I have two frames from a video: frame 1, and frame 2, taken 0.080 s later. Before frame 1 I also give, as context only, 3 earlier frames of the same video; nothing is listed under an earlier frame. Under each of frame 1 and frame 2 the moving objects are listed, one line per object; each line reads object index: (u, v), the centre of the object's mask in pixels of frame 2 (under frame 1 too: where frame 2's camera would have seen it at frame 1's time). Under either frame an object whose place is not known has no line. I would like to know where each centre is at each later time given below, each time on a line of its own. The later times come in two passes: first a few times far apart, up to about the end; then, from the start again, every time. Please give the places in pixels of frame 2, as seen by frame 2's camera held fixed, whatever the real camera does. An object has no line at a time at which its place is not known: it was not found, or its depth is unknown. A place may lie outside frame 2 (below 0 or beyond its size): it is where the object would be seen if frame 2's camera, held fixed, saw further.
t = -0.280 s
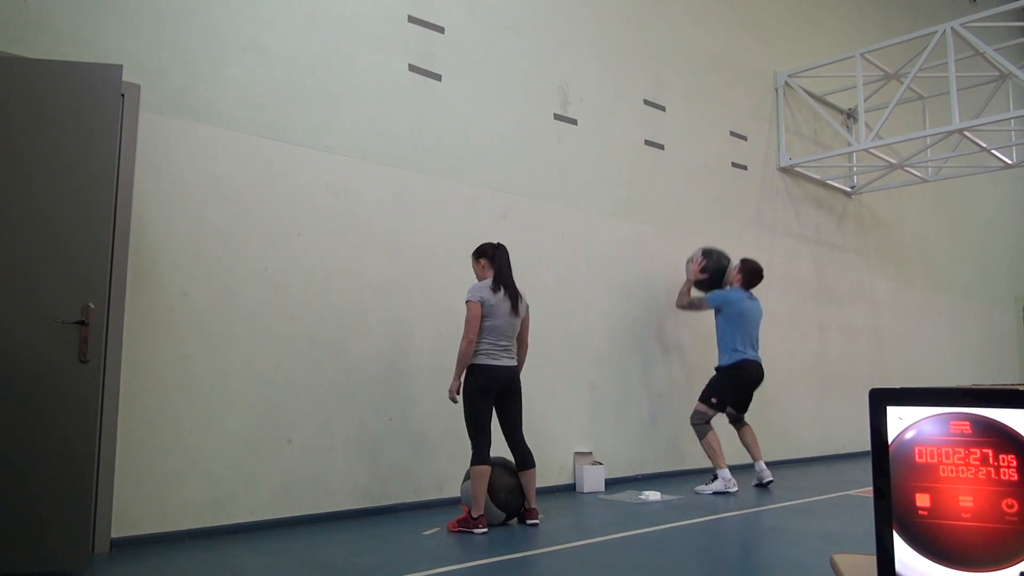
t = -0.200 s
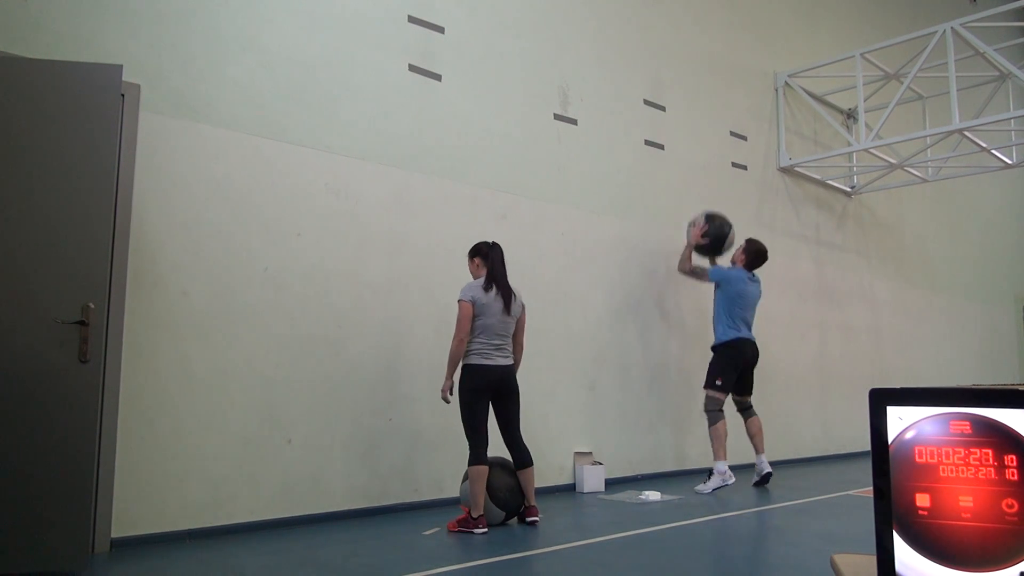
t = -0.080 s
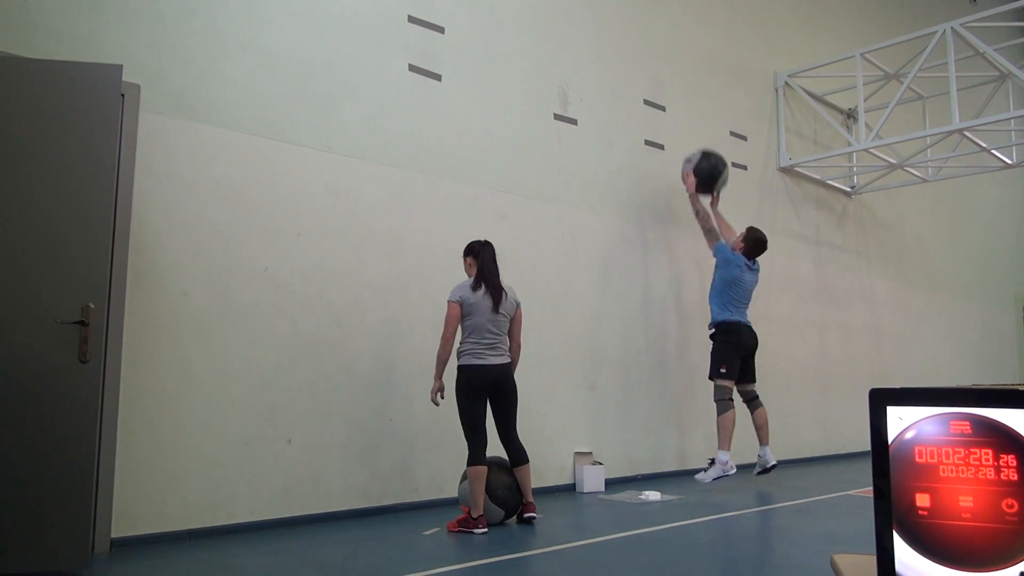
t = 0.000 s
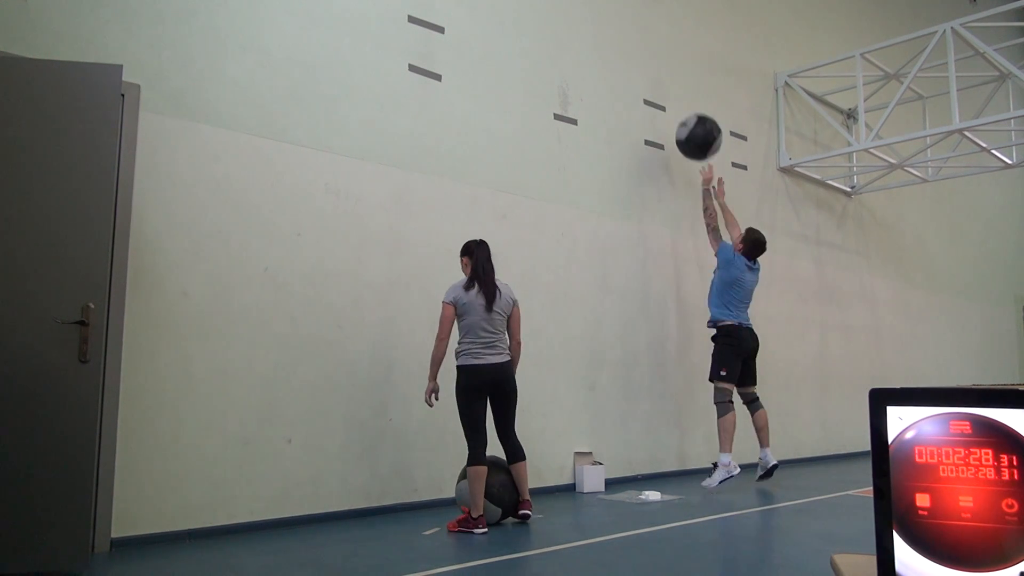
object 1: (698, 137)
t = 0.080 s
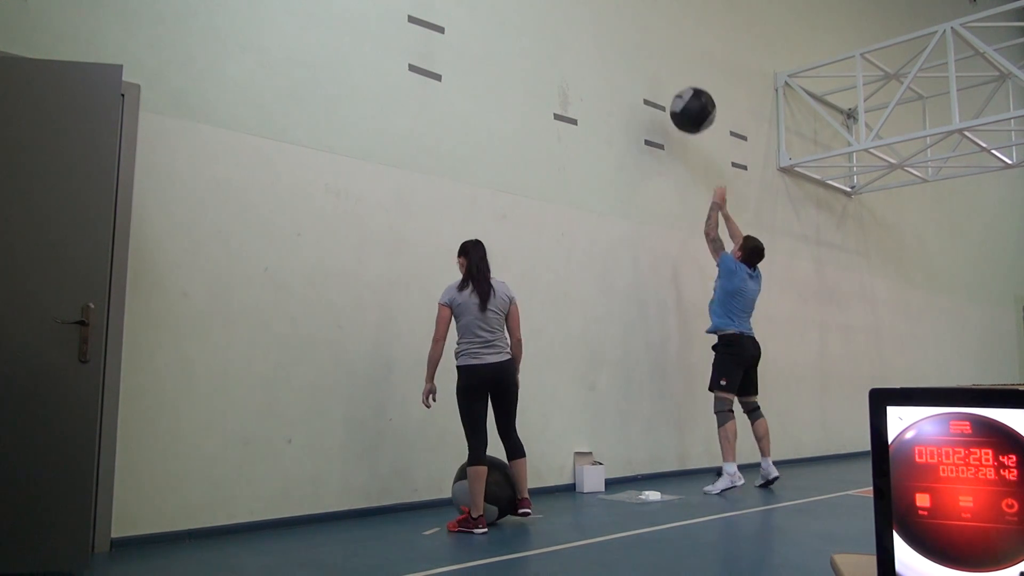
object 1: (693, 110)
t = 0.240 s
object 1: (682, 80)
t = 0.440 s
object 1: (671, 82)
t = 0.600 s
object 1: (678, 109)
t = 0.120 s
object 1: (690, 100)
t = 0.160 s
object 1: (687, 91)
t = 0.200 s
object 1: (684, 85)
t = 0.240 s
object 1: (682, 80)
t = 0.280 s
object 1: (679, 77)
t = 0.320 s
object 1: (676, 76)
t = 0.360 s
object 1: (674, 77)
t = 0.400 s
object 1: (671, 79)
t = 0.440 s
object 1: (671, 82)
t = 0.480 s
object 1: (673, 86)
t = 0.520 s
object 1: (675, 92)
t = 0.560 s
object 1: (677, 99)
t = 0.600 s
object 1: (678, 109)
